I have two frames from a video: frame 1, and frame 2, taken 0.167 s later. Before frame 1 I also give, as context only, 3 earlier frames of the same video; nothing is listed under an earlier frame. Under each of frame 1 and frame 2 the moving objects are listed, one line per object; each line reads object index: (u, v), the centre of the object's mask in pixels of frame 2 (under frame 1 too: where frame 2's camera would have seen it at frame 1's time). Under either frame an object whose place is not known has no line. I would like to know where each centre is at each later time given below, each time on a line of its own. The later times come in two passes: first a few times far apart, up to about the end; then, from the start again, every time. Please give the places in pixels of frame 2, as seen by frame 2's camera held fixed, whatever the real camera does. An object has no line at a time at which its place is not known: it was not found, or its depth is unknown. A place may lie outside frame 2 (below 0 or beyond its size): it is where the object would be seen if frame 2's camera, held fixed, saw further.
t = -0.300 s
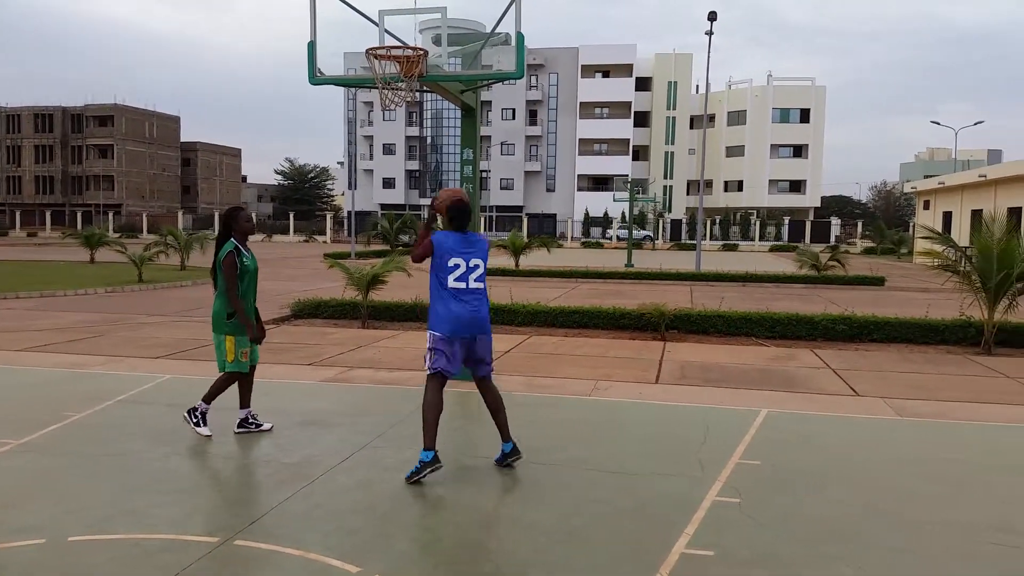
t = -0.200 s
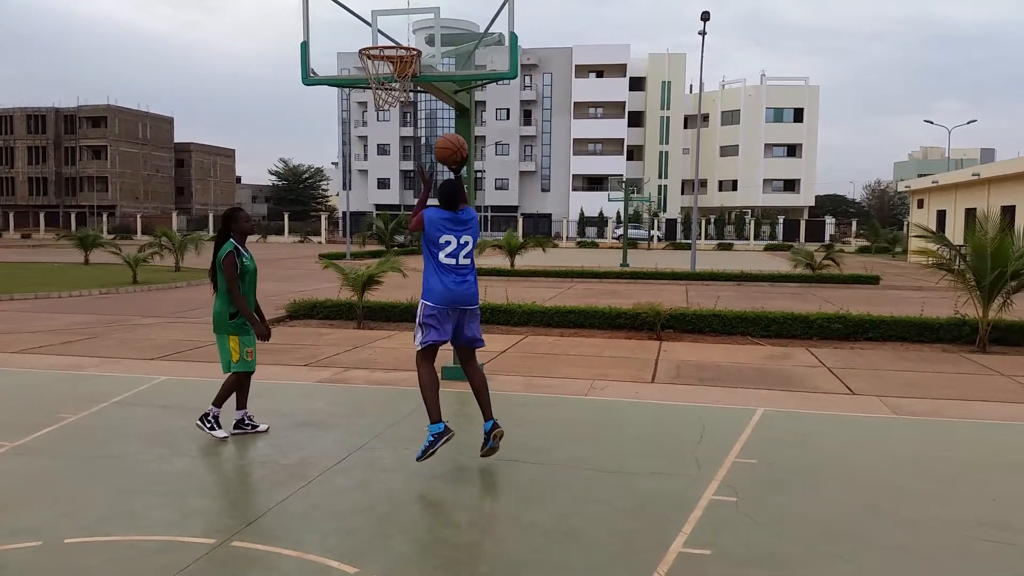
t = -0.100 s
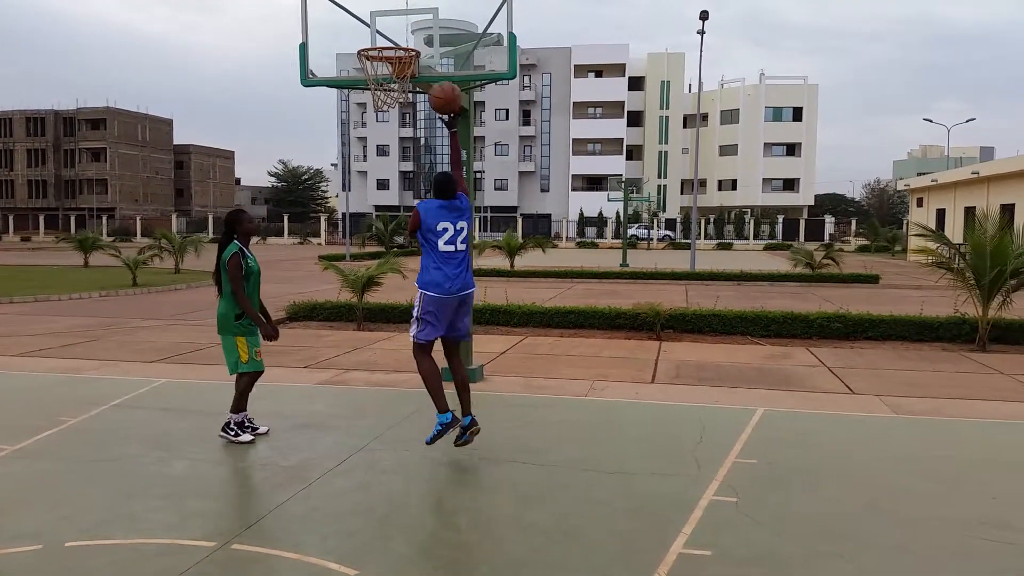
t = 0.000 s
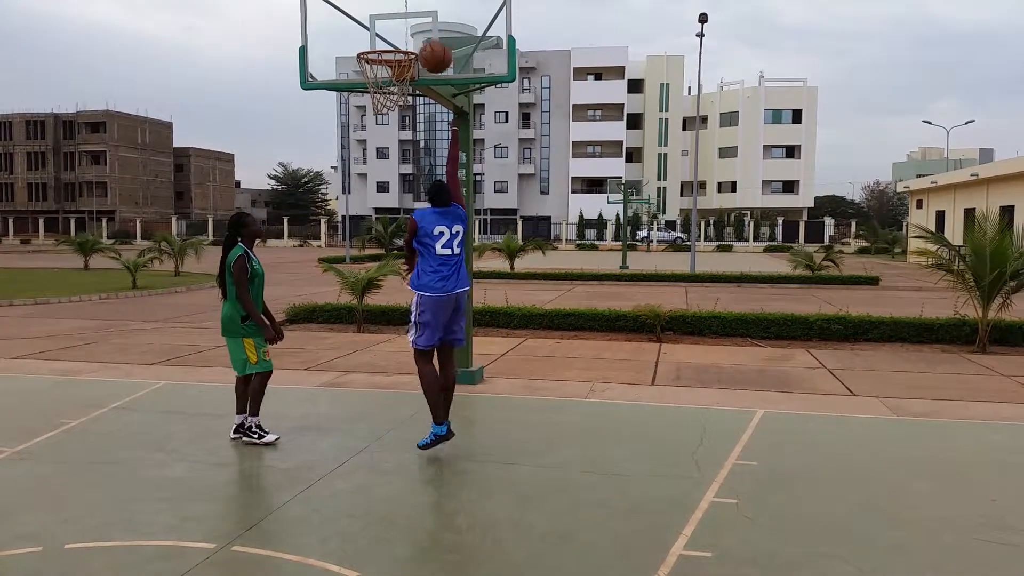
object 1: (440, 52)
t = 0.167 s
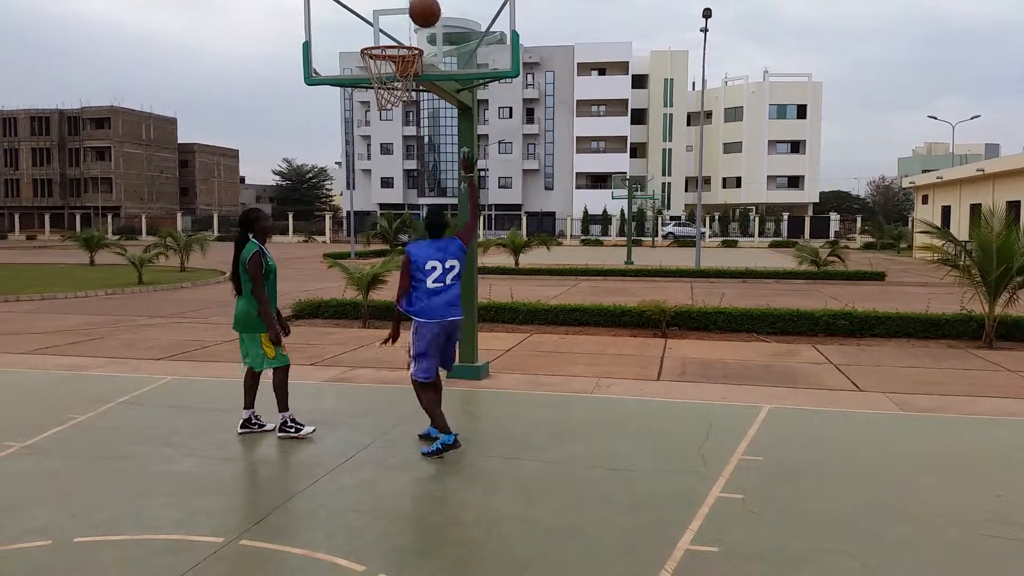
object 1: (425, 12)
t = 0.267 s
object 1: (419, 10)
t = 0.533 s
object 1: (386, 36)
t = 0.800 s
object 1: (421, 101)
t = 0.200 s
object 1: (423, 11)
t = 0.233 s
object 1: (421, 10)
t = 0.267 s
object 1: (419, 10)
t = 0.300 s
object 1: (417, 10)
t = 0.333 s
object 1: (414, 11)
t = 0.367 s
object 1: (410, 12)
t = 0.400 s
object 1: (405, 14)
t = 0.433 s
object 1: (400, 17)
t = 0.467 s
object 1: (396, 21)
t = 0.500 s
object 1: (391, 28)
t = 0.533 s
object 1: (386, 36)
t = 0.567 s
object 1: (380, 46)
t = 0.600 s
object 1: (384, 54)
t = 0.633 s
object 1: (389, 62)
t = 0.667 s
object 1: (402, 71)
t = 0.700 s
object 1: (408, 79)
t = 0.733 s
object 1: (413, 86)
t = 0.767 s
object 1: (417, 92)
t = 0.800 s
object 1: (421, 101)
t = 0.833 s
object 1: (424, 111)
